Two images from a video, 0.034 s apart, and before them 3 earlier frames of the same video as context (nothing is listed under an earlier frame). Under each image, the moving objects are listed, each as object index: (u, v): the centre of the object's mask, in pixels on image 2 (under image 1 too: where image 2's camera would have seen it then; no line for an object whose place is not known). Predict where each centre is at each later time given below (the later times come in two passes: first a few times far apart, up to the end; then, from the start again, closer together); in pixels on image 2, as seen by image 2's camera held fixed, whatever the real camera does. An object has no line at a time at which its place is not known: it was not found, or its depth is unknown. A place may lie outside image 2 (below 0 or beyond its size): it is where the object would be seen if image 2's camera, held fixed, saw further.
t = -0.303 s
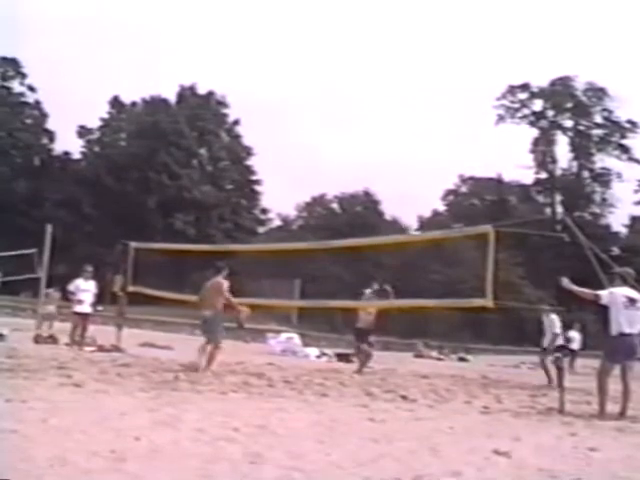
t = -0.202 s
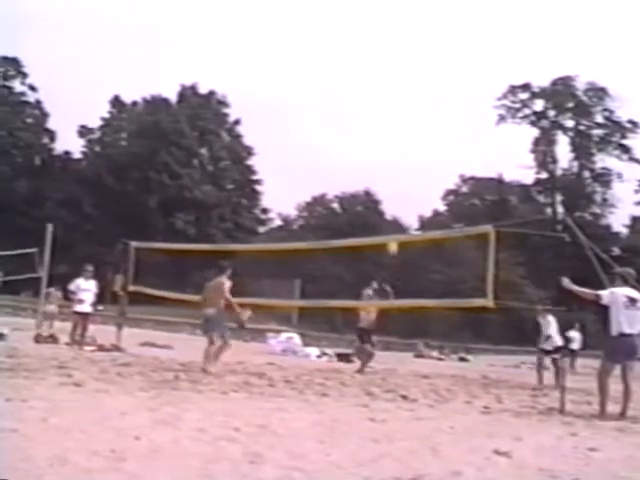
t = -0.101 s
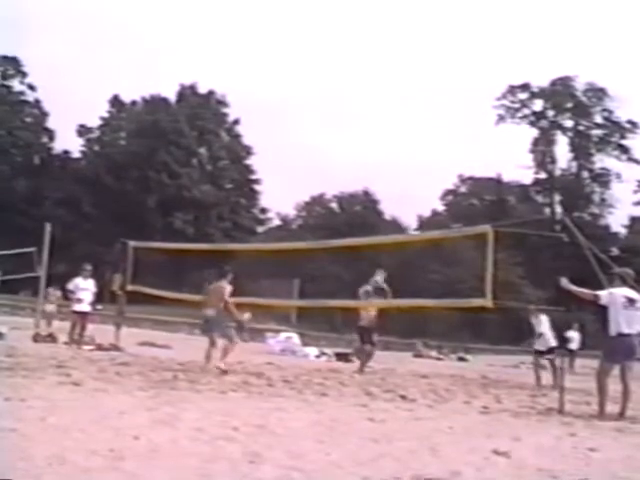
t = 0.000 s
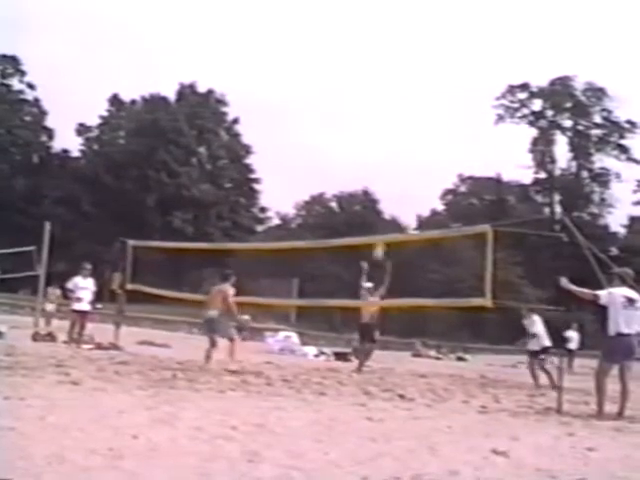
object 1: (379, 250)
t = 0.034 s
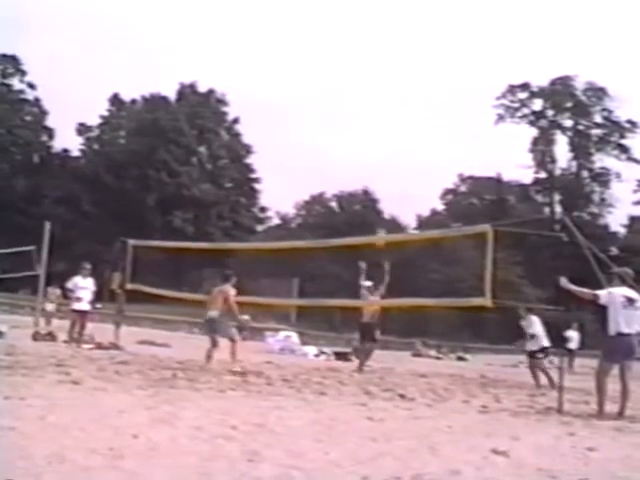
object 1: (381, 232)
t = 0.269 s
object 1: (389, 163)
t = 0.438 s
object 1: (396, 125)
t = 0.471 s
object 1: (398, 119)
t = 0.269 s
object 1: (389, 163)
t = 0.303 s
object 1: (391, 154)
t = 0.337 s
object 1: (392, 146)
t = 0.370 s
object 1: (394, 139)
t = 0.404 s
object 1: (395, 132)
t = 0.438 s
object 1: (396, 125)
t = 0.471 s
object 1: (398, 119)
